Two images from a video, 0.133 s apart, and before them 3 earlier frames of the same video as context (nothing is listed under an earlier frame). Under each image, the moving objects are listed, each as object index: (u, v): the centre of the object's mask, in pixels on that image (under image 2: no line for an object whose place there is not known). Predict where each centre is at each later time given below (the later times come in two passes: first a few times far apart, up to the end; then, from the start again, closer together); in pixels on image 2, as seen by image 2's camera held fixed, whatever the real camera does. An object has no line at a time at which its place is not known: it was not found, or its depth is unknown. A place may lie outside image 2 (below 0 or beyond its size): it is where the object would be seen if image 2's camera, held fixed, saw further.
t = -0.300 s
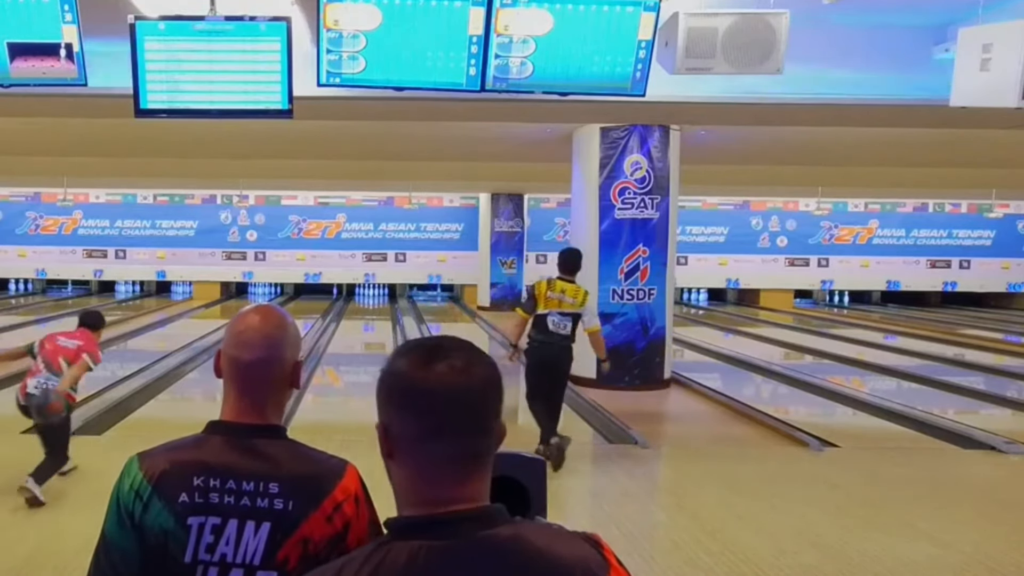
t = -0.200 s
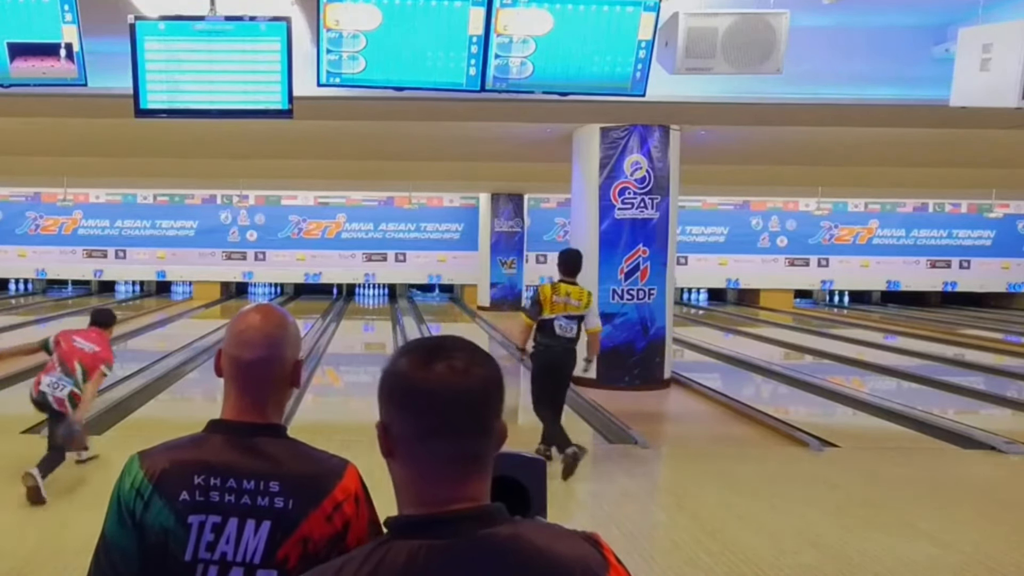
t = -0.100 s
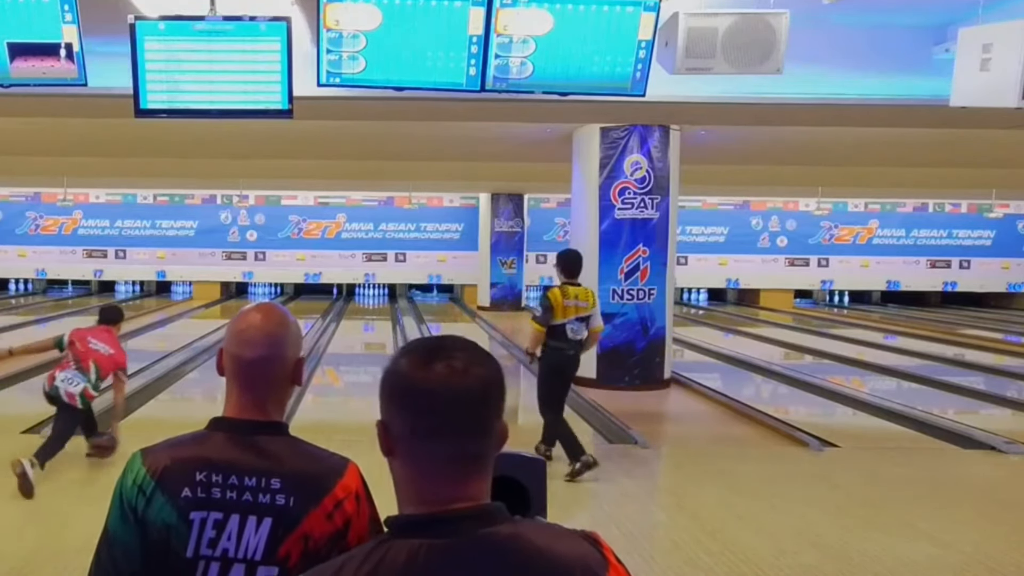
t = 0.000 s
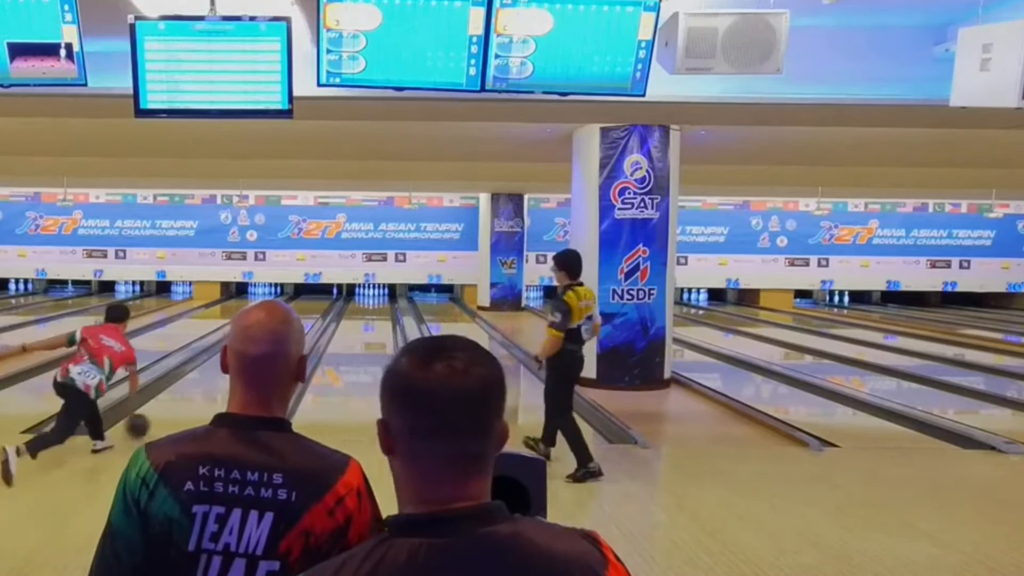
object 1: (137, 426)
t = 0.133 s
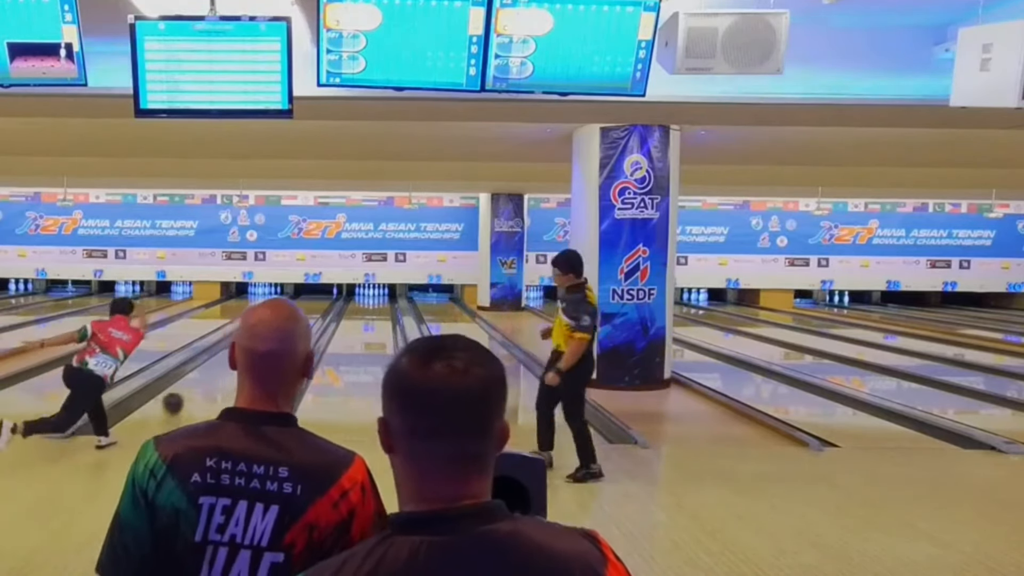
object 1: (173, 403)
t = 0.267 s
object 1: (200, 384)
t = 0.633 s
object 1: (251, 349)
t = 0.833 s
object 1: (268, 337)
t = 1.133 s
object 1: (289, 323)
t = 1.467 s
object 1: (306, 312)
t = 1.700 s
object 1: (314, 305)
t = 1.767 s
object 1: (316, 304)
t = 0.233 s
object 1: (194, 389)
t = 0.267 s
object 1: (200, 384)
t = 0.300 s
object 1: (206, 380)
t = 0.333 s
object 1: (211, 376)
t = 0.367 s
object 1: (217, 373)
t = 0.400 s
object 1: (222, 369)
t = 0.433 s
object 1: (226, 366)
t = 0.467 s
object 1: (231, 363)
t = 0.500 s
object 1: (235, 360)
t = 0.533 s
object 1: (239, 357)
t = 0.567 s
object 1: (243, 355)
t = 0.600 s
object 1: (247, 352)
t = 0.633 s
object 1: (251, 349)
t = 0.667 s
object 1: (253, 347)
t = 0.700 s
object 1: (257, 345)
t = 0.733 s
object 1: (260, 343)
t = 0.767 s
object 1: (263, 341)
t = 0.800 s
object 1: (266, 339)
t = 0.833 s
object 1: (268, 337)
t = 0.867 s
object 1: (271, 335)
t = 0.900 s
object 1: (274, 333)
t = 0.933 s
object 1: (276, 332)
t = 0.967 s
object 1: (279, 330)
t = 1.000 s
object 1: (281, 328)
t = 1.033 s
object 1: (283, 327)
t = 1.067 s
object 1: (285, 325)
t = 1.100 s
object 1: (287, 324)
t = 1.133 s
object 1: (289, 323)
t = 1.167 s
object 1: (291, 322)
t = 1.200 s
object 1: (293, 321)
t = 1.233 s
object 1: (295, 319)
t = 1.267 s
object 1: (297, 318)
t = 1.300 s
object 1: (298, 316)
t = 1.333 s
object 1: (300, 316)
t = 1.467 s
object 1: (306, 312)
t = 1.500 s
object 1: (307, 311)
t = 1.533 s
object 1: (309, 309)
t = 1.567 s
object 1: (310, 309)
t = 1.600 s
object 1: (311, 308)
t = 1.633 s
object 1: (312, 308)
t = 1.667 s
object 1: (313, 307)
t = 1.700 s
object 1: (314, 305)
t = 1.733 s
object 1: (315, 305)
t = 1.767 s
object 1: (316, 304)
